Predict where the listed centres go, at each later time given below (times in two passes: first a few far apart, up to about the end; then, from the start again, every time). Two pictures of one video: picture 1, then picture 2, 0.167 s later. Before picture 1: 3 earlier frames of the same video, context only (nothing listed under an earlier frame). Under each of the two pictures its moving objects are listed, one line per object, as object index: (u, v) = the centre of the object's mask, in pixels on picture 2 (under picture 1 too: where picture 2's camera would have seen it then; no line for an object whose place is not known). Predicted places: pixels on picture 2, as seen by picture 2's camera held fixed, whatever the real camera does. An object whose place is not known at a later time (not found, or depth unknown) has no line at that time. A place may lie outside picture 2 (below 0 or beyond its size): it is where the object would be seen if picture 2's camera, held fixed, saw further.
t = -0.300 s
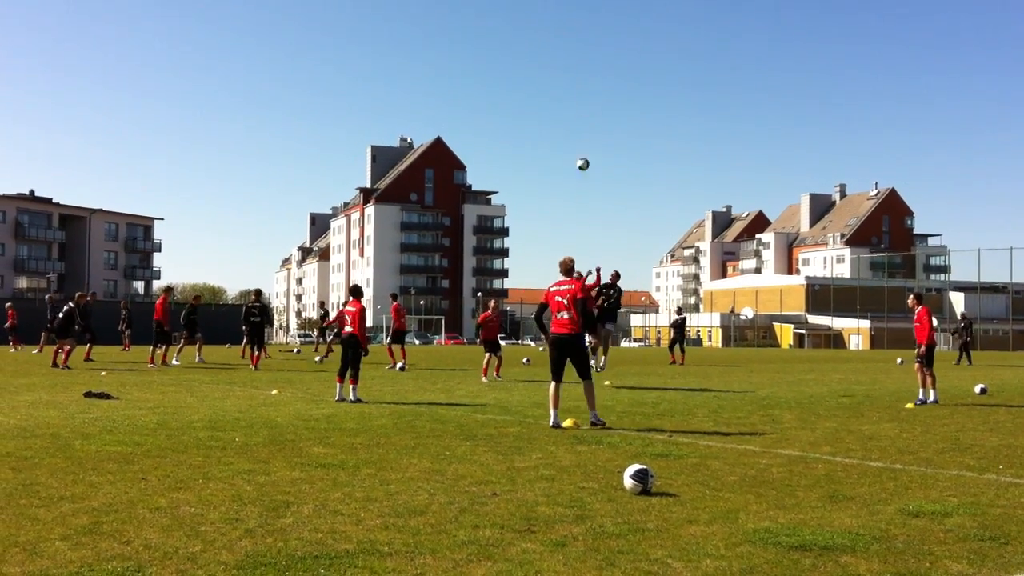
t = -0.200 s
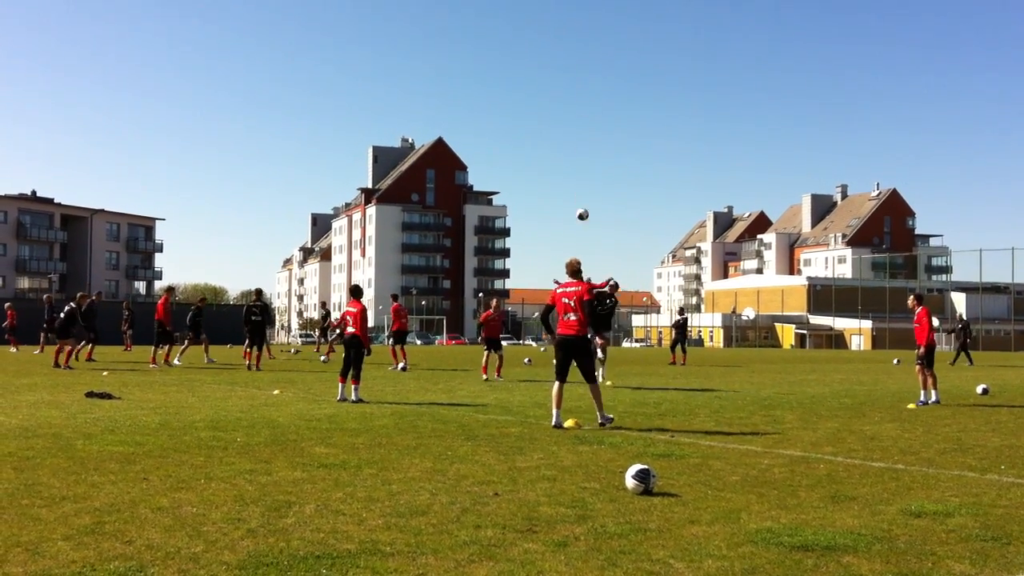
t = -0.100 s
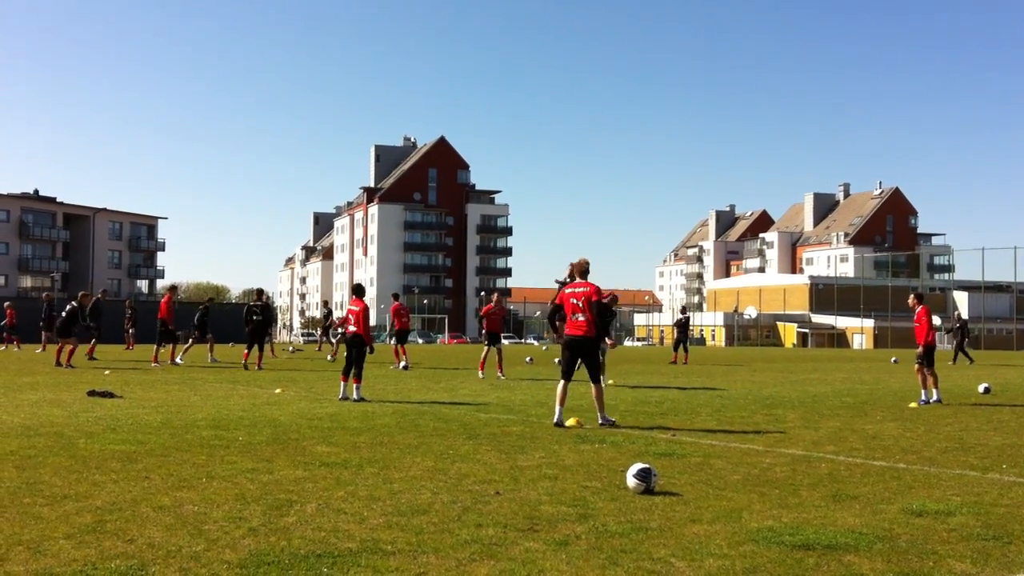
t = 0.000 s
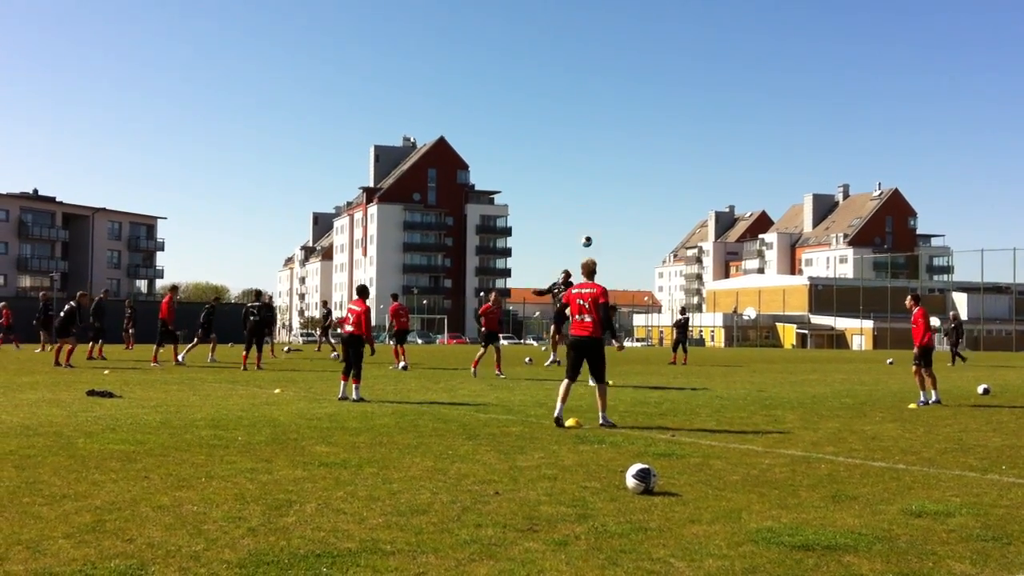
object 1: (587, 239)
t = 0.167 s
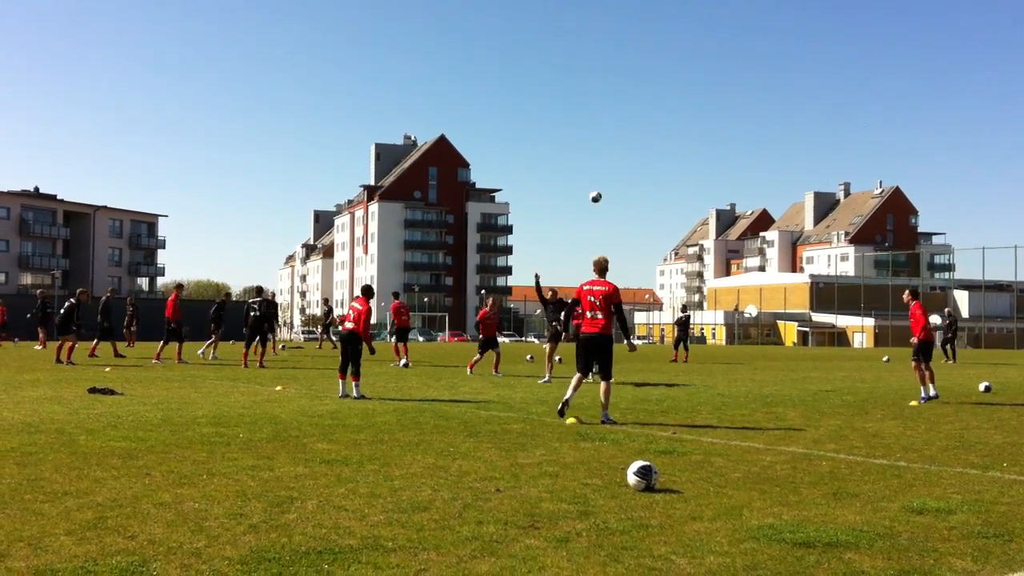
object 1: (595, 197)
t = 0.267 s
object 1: (600, 178)
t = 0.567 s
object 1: (616, 154)
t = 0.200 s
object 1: (597, 190)
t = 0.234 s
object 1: (599, 184)
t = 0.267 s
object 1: (600, 178)
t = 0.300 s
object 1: (602, 173)
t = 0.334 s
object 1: (604, 168)
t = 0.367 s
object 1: (606, 165)
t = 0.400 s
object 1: (608, 161)
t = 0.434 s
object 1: (609, 158)
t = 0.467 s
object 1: (611, 157)
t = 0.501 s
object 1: (612, 155)
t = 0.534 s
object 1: (614, 154)
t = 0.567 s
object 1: (616, 154)
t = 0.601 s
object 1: (617, 154)
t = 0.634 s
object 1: (619, 155)
